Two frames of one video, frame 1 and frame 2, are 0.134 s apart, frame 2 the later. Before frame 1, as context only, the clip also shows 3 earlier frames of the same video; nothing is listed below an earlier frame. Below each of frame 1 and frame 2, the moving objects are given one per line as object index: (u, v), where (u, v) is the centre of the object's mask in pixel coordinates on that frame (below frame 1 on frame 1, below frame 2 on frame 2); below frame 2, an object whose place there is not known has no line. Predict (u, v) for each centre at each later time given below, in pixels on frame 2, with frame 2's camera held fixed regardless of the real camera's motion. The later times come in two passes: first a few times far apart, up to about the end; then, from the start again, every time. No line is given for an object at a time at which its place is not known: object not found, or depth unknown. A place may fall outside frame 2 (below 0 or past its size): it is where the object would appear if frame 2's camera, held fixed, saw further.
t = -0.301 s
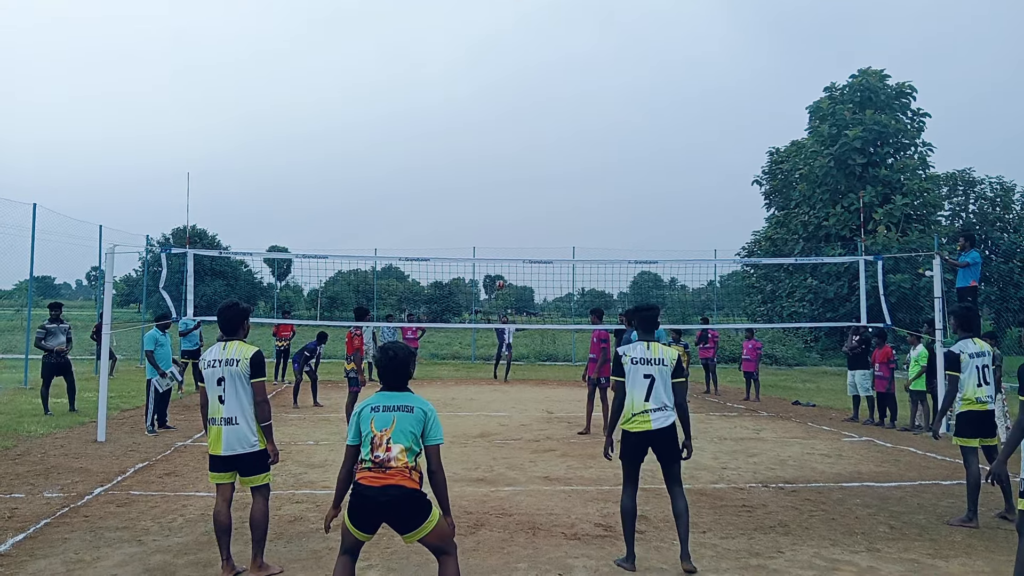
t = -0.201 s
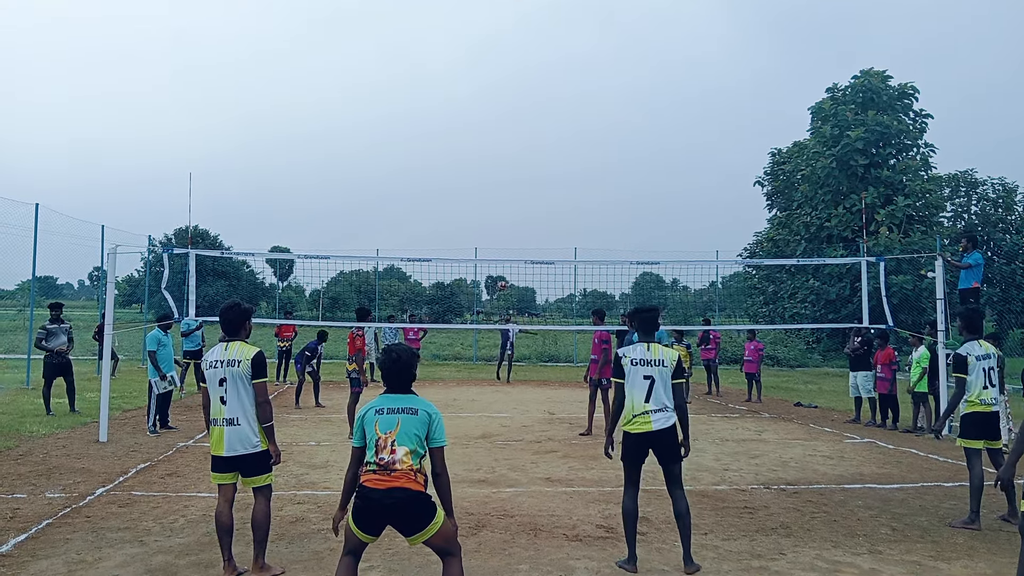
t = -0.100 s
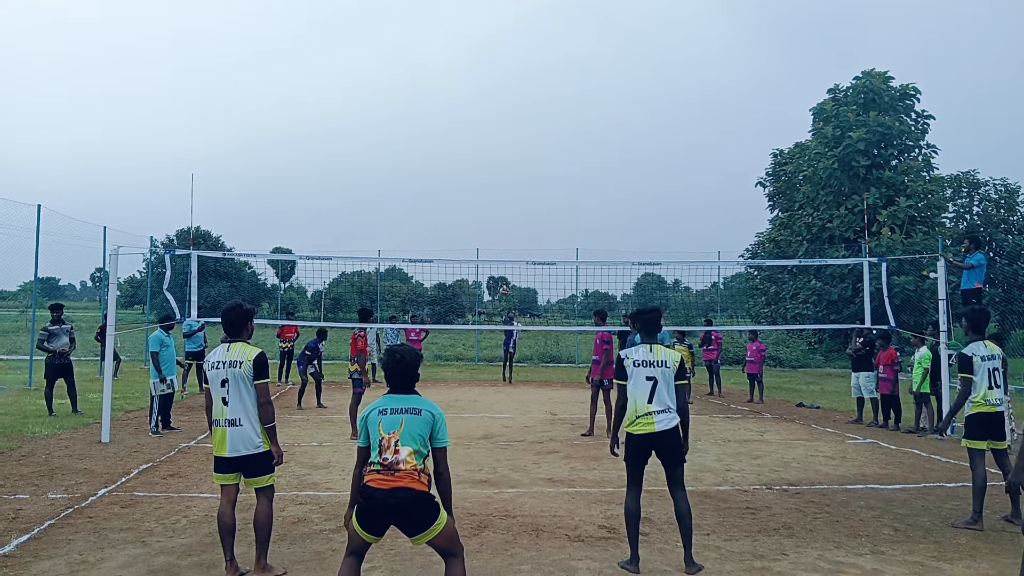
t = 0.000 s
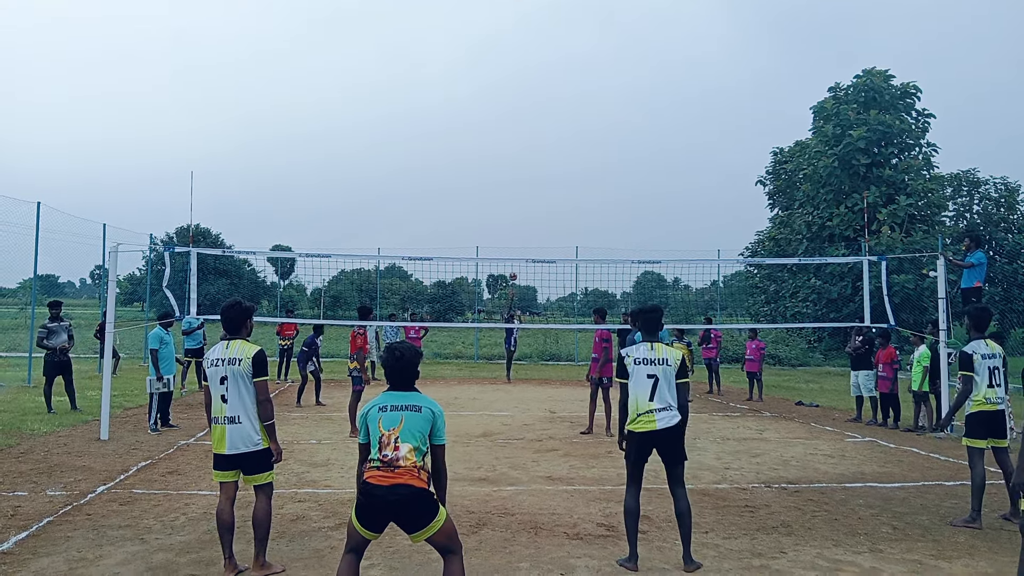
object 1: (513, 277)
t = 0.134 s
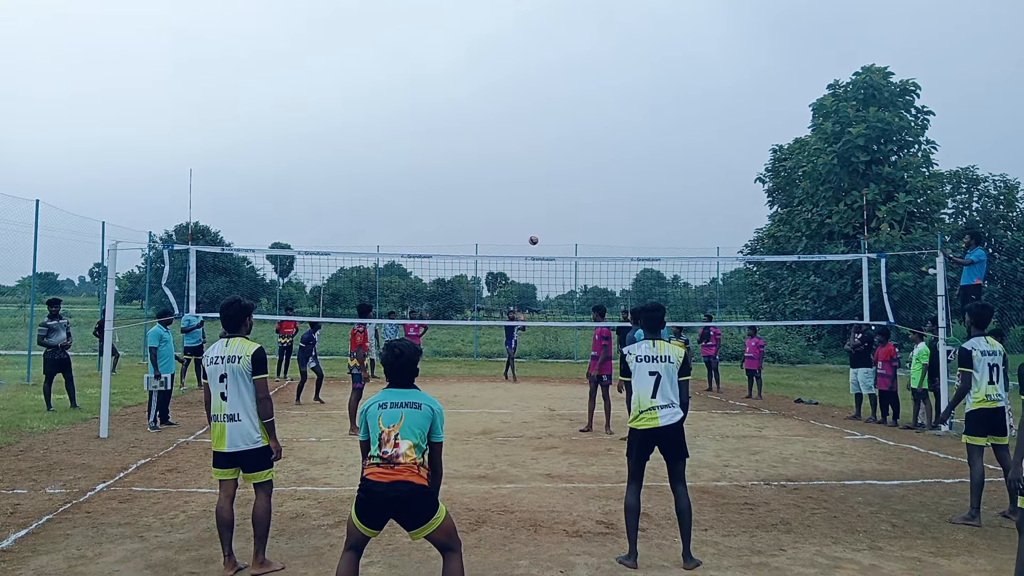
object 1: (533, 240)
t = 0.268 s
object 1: (556, 209)
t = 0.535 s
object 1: (611, 157)
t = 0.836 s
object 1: (702, 132)
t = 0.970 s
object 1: (759, 141)
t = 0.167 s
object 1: (539, 232)
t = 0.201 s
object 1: (544, 225)
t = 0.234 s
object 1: (550, 217)
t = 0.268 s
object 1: (556, 209)
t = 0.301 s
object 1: (562, 202)
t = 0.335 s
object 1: (568, 195)
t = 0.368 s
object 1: (575, 188)
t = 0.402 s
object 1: (581, 181)
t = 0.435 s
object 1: (588, 175)
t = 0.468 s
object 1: (596, 169)
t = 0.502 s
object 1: (604, 163)
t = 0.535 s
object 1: (611, 157)
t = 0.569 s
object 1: (619, 152)
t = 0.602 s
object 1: (627, 148)
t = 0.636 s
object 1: (636, 144)
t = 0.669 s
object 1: (646, 140)
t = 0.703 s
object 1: (656, 137)
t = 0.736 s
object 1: (666, 135)
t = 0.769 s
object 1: (678, 133)
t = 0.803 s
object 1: (689, 132)
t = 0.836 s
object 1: (702, 132)
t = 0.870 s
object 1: (715, 133)
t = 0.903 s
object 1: (729, 134)
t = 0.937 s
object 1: (744, 137)
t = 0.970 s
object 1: (759, 141)
